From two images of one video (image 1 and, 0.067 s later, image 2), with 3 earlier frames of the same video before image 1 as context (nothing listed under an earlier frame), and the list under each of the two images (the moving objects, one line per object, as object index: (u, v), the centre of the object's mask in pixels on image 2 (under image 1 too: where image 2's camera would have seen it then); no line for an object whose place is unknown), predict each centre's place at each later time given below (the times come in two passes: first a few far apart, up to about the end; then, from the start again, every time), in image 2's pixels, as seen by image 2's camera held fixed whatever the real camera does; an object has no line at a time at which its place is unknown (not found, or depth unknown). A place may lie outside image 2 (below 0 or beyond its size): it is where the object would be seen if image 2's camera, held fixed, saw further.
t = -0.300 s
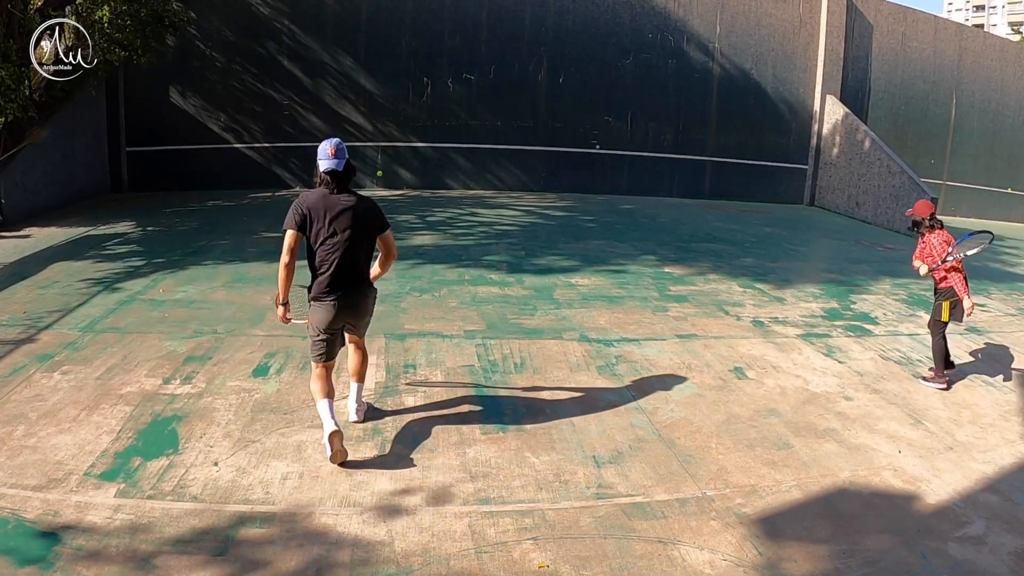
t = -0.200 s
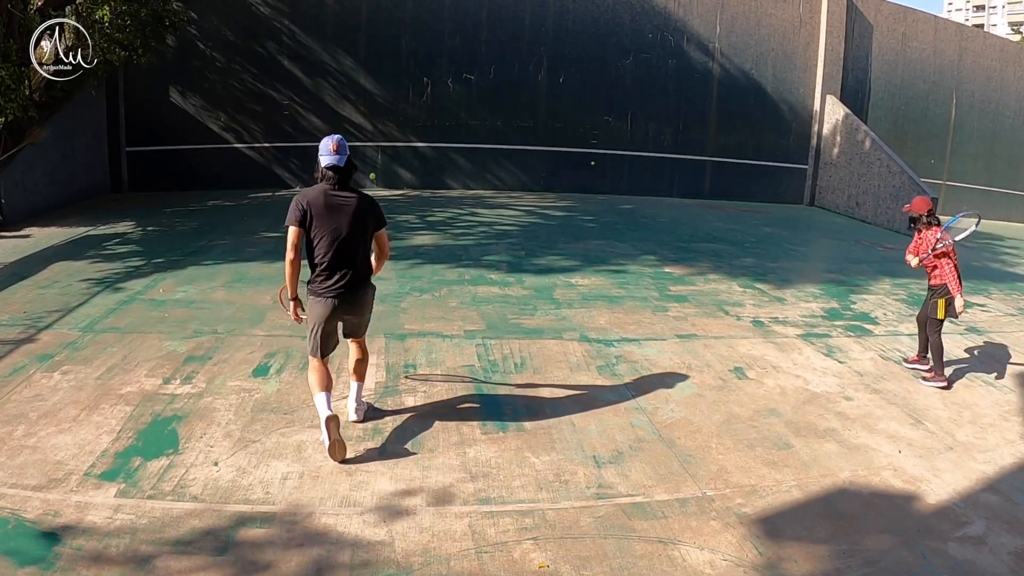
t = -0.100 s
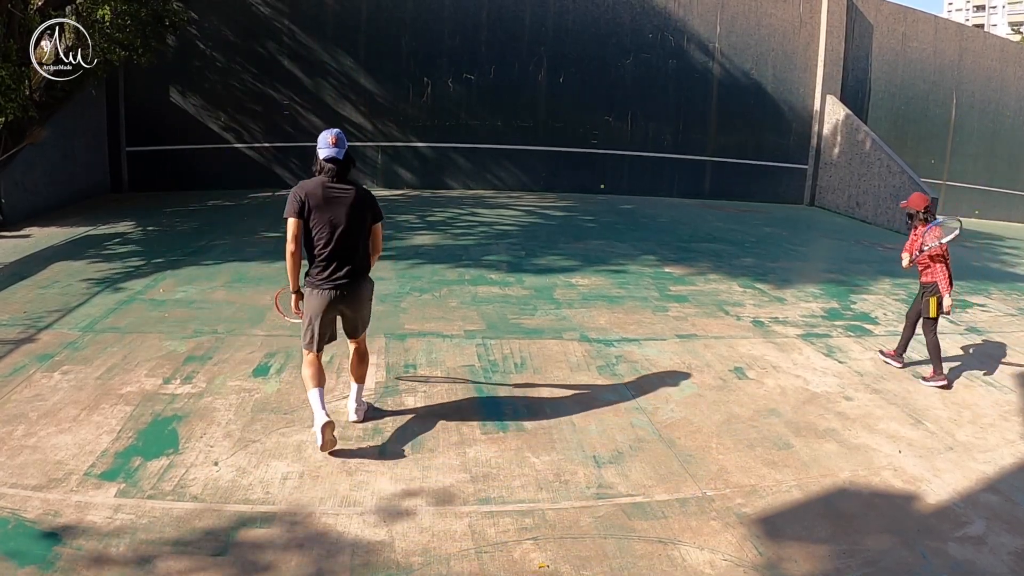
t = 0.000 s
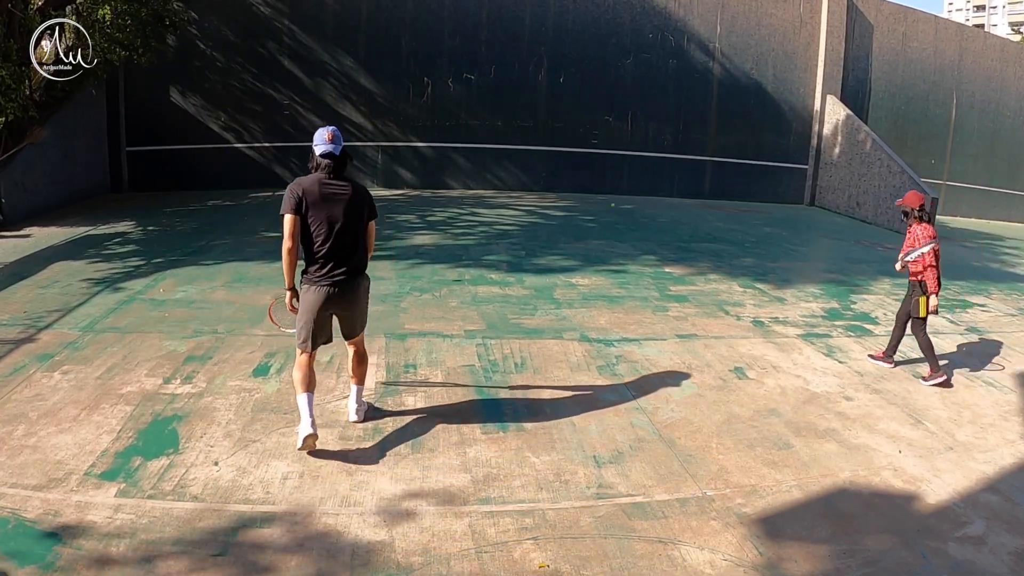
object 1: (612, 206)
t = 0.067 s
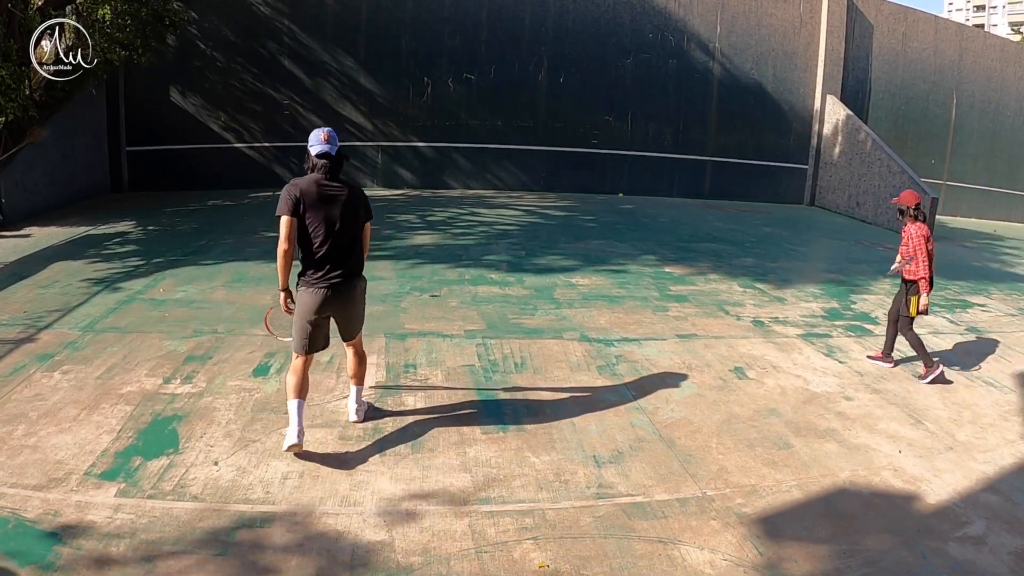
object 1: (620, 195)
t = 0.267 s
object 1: (645, 179)
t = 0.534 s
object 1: (684, 195)
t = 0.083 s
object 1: (622, 194)
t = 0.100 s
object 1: (624, 192)
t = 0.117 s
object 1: (626, 190)
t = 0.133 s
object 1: (627, 188)
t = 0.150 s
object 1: (630, 187)
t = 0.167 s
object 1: (632, 185)
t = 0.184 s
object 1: (634, 184)
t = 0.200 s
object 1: (636, 183)
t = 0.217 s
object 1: (638, 182)
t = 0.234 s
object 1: (640, 181)
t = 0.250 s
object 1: (643, 180)
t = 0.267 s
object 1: (645, 179)
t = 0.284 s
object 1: (647, 179)
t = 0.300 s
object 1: (649, 179)
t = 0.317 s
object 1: (652, 179)
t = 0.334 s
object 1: (654, 179)
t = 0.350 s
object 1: (656, 179)
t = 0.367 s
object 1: (659, 180)
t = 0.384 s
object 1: (660, 180)
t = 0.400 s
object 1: (663, 181)
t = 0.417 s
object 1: (666, 182)
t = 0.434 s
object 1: (669, 184)
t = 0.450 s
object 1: (671, 185)
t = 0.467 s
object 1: (673, 186)
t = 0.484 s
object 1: (676, 189)
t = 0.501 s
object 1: (678, 192)
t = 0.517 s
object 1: (681, 193)
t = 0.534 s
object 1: (684, 195)
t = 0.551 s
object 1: (686, 199)
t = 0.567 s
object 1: (689, 202)
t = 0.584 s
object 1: (692, 206)
